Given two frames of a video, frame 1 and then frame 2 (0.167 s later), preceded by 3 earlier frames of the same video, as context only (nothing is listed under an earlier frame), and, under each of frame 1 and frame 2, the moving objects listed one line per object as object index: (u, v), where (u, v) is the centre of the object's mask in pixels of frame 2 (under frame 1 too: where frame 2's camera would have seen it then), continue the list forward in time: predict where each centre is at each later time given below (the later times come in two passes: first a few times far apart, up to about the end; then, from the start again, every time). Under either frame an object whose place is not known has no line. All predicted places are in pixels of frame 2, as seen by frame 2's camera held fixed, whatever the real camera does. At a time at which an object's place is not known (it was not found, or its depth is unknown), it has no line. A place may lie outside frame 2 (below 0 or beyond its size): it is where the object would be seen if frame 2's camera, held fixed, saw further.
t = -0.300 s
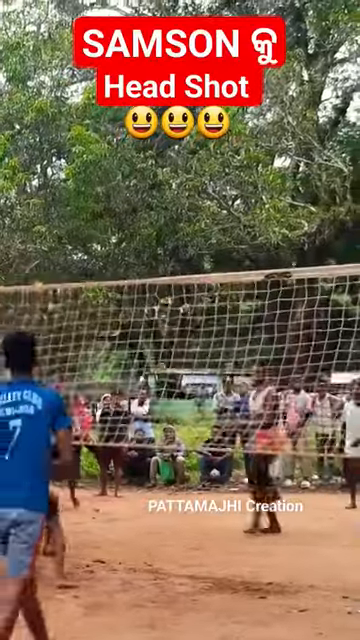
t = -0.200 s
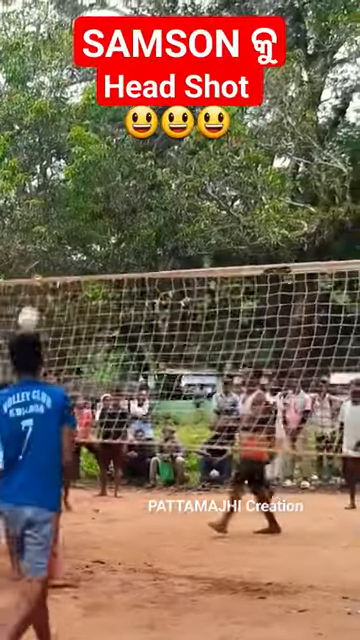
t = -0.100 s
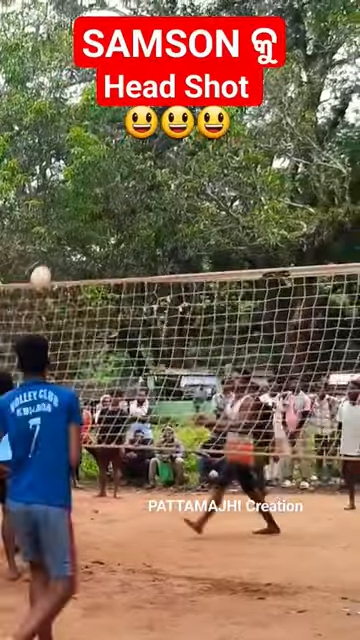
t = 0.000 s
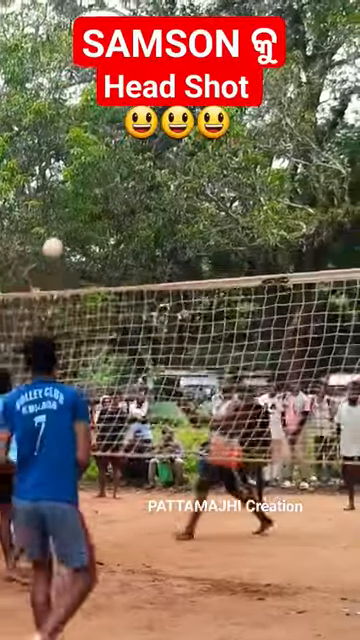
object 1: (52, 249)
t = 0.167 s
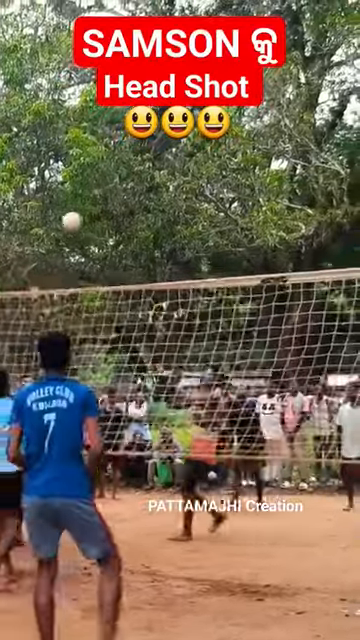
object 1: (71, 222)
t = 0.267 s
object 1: (83, 219)
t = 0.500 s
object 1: (108, 253)
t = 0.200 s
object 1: (75, 220)
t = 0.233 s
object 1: (79, 218)
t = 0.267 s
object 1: (83, 219)
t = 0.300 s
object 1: (87, 221)
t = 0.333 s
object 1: (90, 223)
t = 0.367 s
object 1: (94, 227)
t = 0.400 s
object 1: (98, 231)
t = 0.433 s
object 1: (101, 237)
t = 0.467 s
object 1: (105, 244)
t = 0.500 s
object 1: (108, 253)
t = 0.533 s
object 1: (113, 262)
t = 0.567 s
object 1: (116, 272)
